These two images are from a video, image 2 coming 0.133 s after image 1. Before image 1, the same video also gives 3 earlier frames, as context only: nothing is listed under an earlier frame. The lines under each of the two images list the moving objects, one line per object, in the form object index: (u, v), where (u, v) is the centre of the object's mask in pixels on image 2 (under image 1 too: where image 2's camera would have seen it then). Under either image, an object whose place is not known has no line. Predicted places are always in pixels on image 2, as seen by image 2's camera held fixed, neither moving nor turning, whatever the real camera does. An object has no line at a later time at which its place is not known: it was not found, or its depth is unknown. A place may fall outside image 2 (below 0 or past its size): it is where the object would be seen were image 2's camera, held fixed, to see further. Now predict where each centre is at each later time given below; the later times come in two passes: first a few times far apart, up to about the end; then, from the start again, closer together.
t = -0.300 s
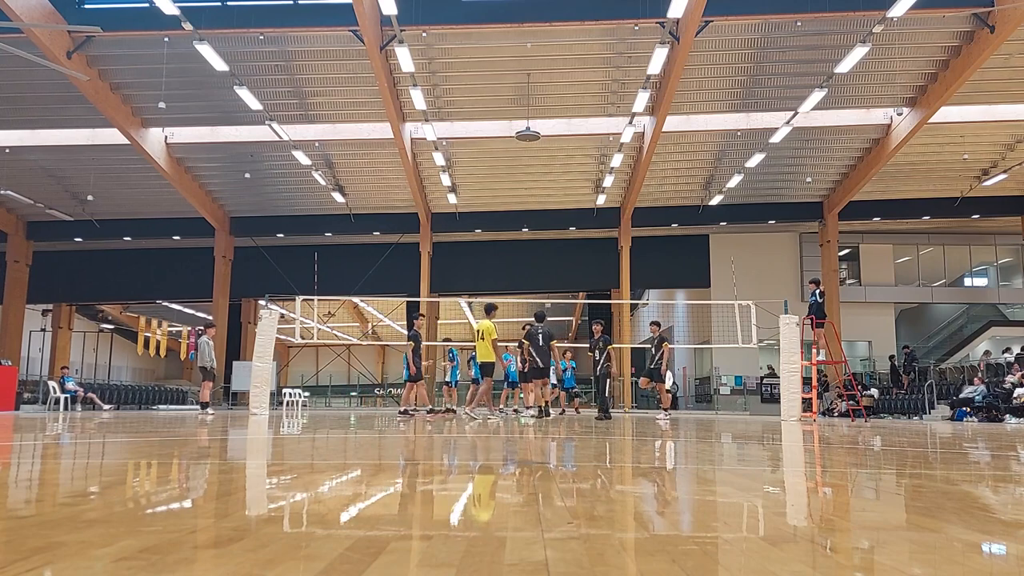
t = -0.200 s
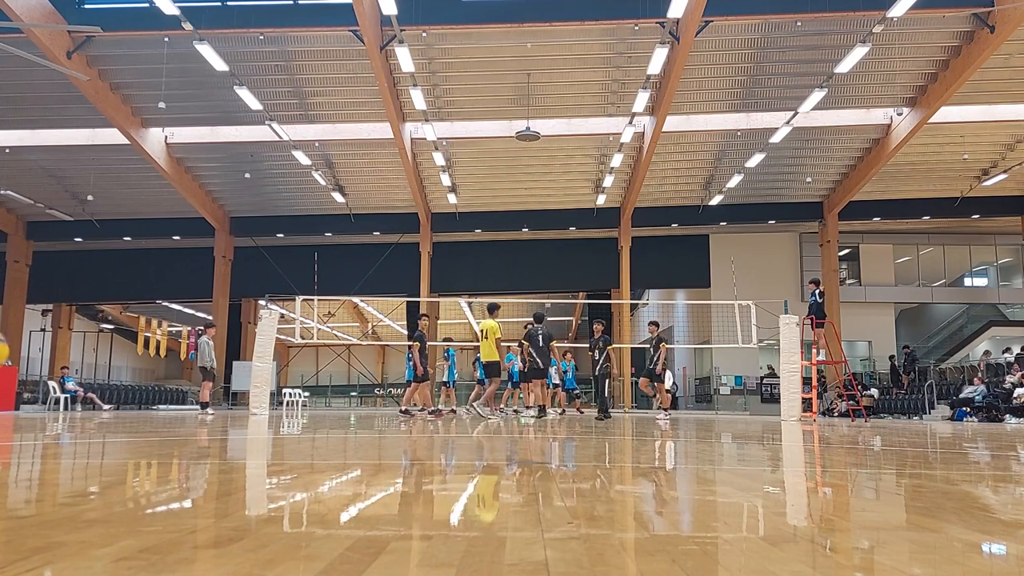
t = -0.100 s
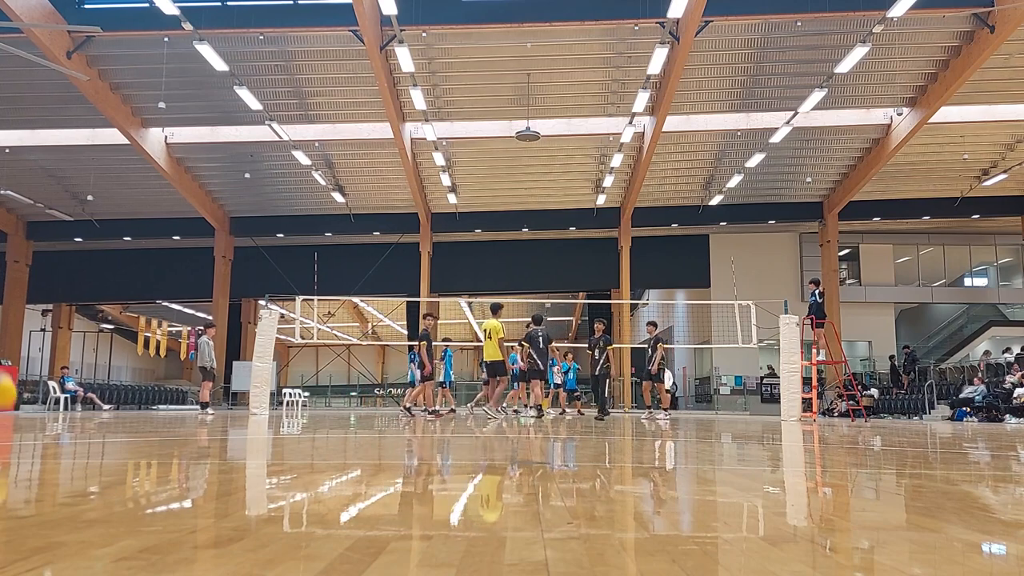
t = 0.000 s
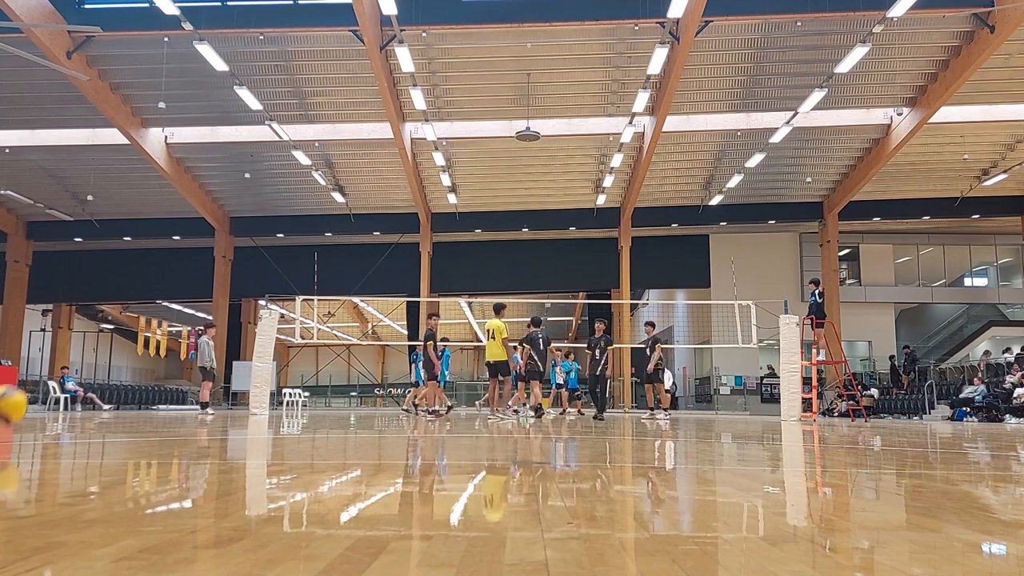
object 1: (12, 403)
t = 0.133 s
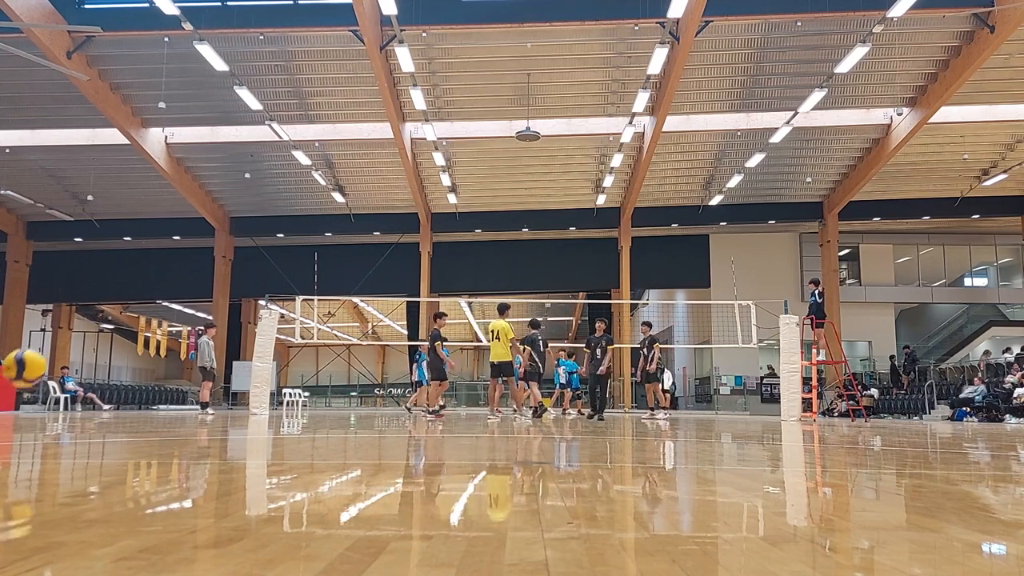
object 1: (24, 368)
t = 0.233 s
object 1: (36, 359)
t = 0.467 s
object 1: (57, 403)
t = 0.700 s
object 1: (83, 381)
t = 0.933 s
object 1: (104, 408)
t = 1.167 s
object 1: (127, 393)
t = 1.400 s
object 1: (147, 411)
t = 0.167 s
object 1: (28, 363)
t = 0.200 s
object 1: (32, 360)
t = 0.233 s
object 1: (36, 359)
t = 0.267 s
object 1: (40, 360)
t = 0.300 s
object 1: (43, 362)
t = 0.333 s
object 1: (46, 367)
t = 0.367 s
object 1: (49, 374)
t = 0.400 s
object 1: (52, 381)
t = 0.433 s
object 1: (55, 392)
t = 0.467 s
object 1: (57, 403)
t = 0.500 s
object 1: (60, 416)
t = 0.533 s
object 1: (64, 413)
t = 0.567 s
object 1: (69, 403)
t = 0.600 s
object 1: (72, 395)
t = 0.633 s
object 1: (76, 389)
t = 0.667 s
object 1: (80, 384)
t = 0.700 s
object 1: (83, 381)
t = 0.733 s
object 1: (87, 380)
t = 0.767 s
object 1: (90, 381)
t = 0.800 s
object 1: (93, 383)
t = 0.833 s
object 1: (96, 387)
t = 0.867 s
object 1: (99, 392)
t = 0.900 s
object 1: (102, 399)
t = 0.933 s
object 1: (104, 408)
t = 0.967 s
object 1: (107, 418)
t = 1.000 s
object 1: (110, 411)
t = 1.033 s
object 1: (115, 403)
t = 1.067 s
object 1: (118, 399)
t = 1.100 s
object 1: (121, 395)
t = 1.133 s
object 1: (124, 393)
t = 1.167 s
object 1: (127, 393)
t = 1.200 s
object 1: (130, 393)
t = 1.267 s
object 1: (136, 399)
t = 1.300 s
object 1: (138, 404)
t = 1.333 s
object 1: (140, 412)
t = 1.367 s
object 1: (143, 417)
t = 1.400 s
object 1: (147, 411)
